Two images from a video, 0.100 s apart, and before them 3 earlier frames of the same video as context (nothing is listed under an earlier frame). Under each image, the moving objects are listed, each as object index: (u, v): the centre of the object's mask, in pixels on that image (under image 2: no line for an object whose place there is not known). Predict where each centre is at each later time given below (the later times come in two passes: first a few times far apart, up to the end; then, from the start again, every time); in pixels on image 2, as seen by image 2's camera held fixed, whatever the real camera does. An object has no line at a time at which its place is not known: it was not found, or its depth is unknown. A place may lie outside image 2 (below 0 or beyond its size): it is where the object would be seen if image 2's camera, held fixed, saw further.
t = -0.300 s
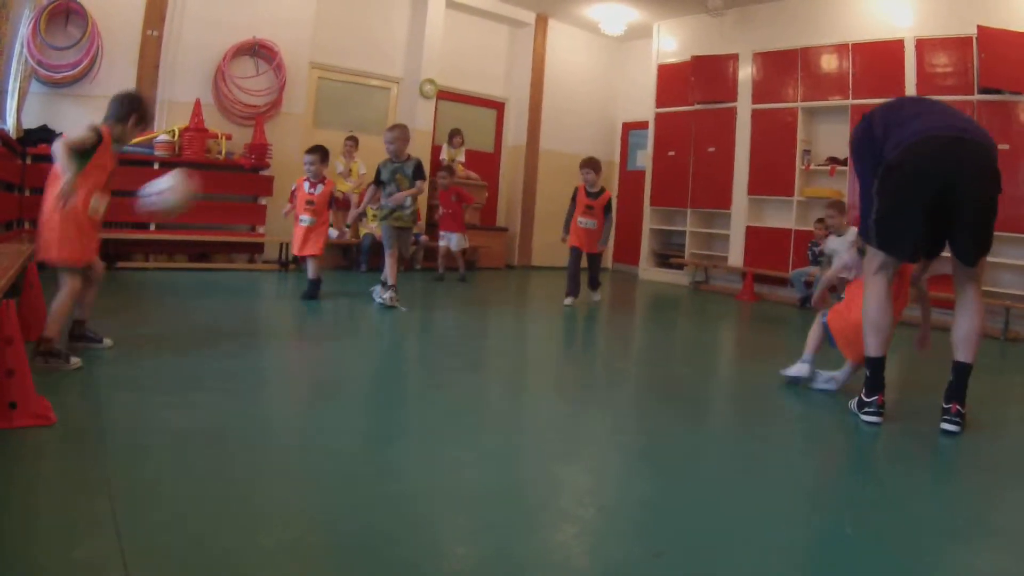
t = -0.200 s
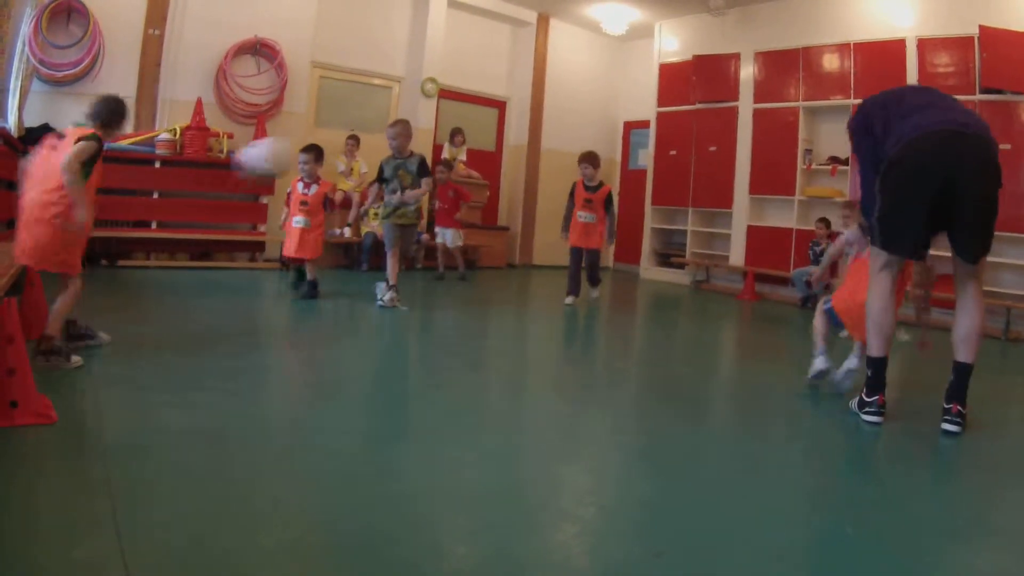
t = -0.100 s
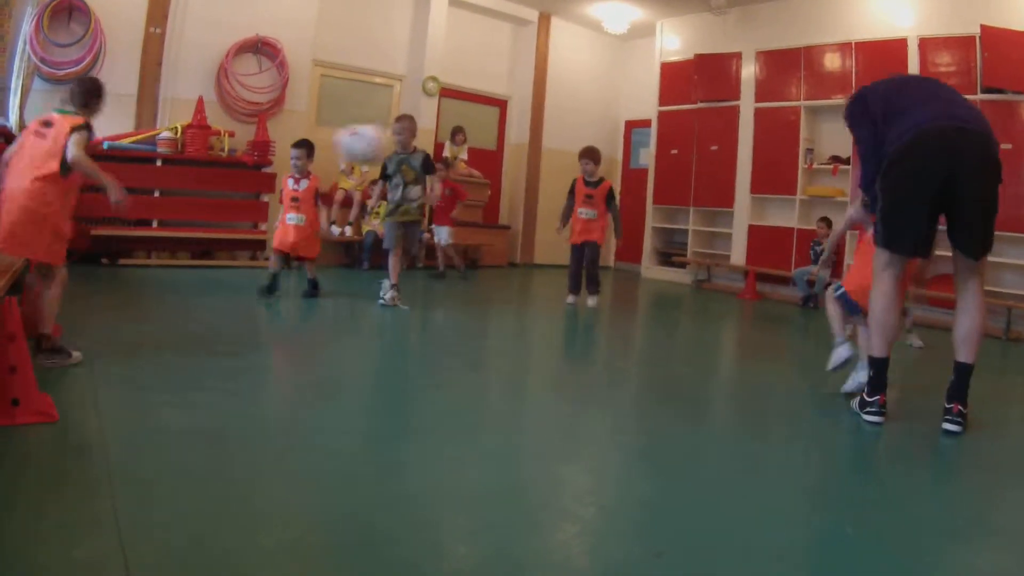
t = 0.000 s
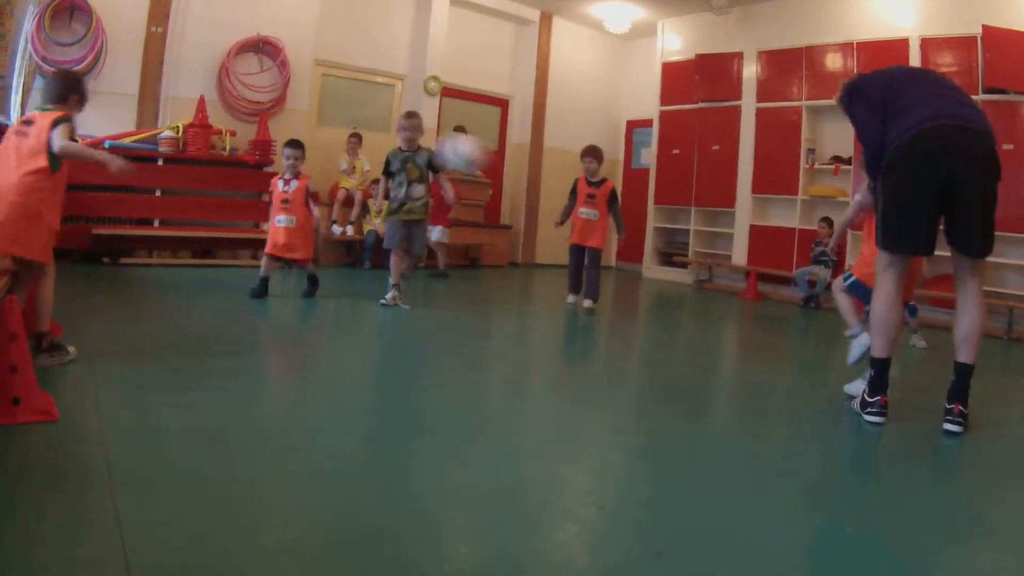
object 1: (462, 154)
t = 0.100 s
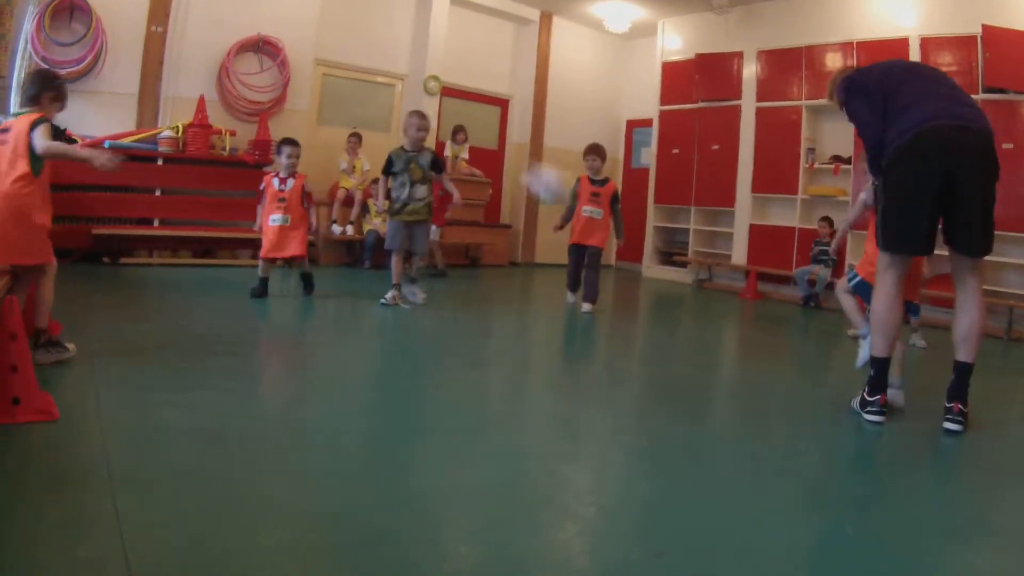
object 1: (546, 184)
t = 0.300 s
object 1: (698, 299)
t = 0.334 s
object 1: (716, 318)
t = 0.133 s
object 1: (573, 196)
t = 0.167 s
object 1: (606, 218)
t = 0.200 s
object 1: (626, 234)
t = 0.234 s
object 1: (652, 253)
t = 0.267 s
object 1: (675, 275)
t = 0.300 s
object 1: (698, 299)
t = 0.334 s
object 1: (716, 318)
